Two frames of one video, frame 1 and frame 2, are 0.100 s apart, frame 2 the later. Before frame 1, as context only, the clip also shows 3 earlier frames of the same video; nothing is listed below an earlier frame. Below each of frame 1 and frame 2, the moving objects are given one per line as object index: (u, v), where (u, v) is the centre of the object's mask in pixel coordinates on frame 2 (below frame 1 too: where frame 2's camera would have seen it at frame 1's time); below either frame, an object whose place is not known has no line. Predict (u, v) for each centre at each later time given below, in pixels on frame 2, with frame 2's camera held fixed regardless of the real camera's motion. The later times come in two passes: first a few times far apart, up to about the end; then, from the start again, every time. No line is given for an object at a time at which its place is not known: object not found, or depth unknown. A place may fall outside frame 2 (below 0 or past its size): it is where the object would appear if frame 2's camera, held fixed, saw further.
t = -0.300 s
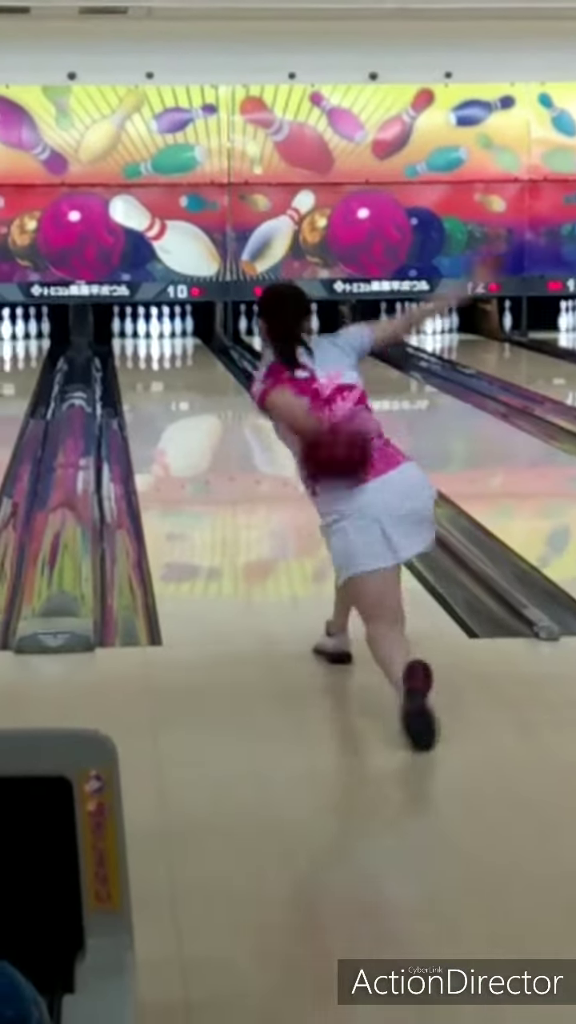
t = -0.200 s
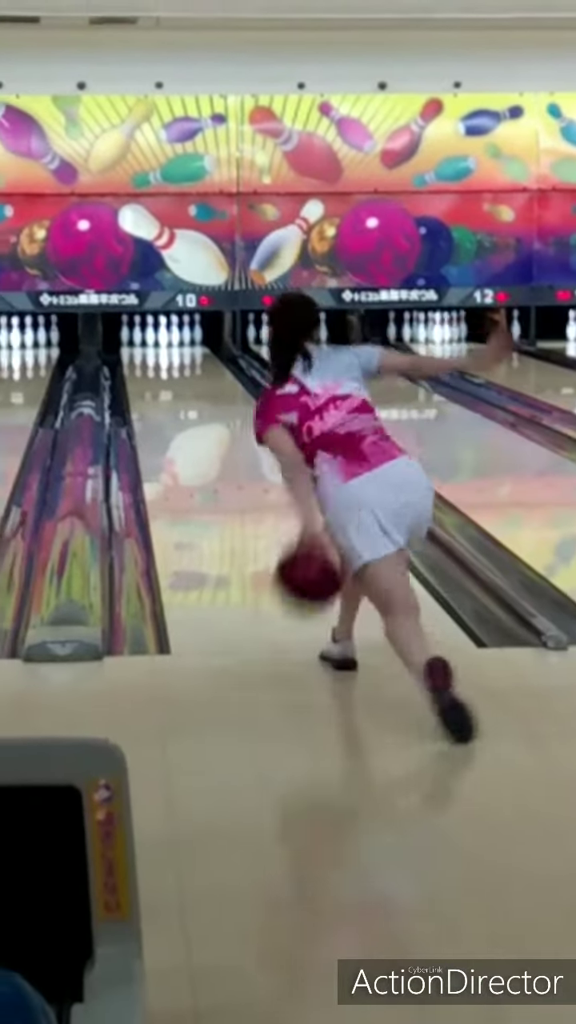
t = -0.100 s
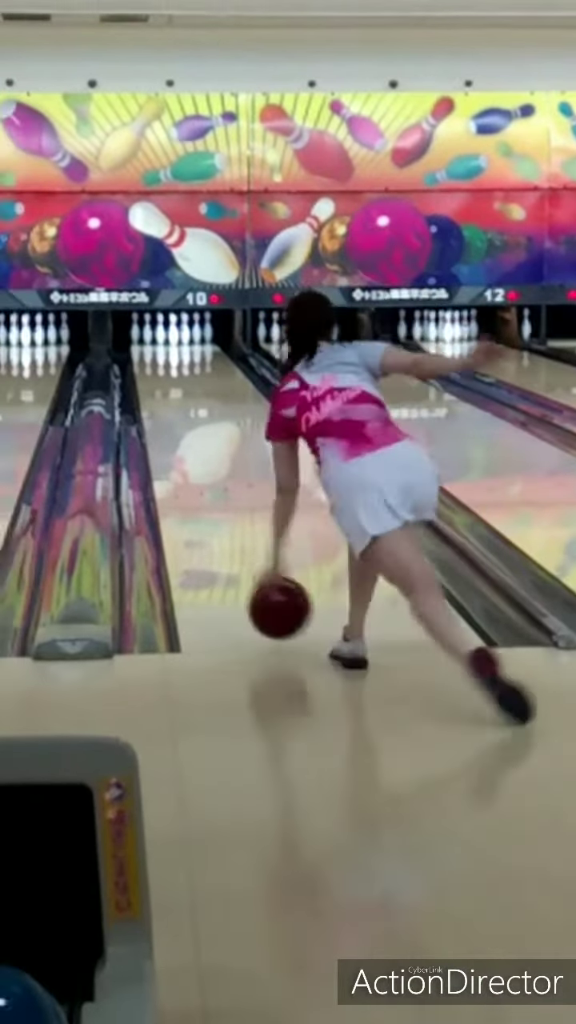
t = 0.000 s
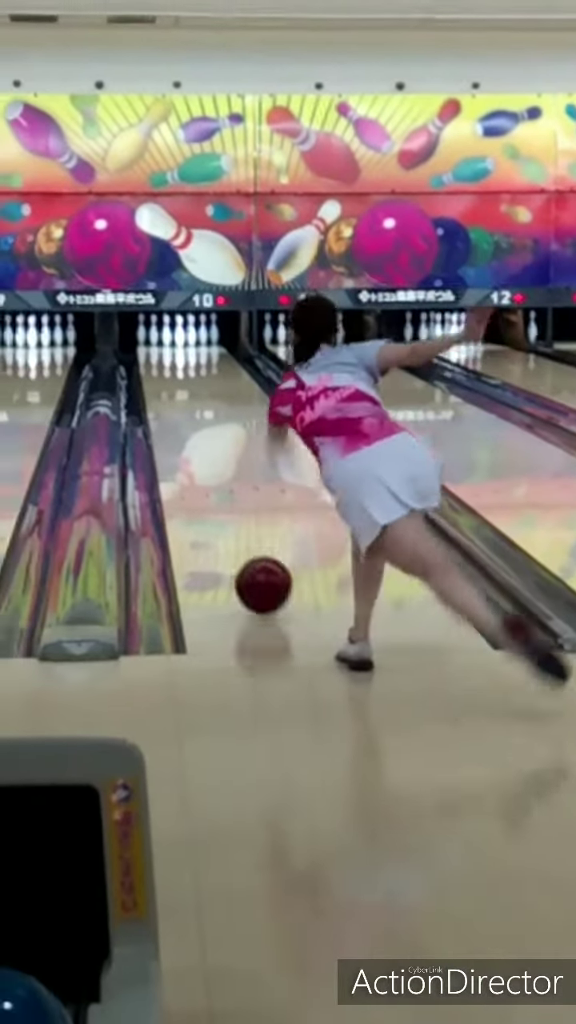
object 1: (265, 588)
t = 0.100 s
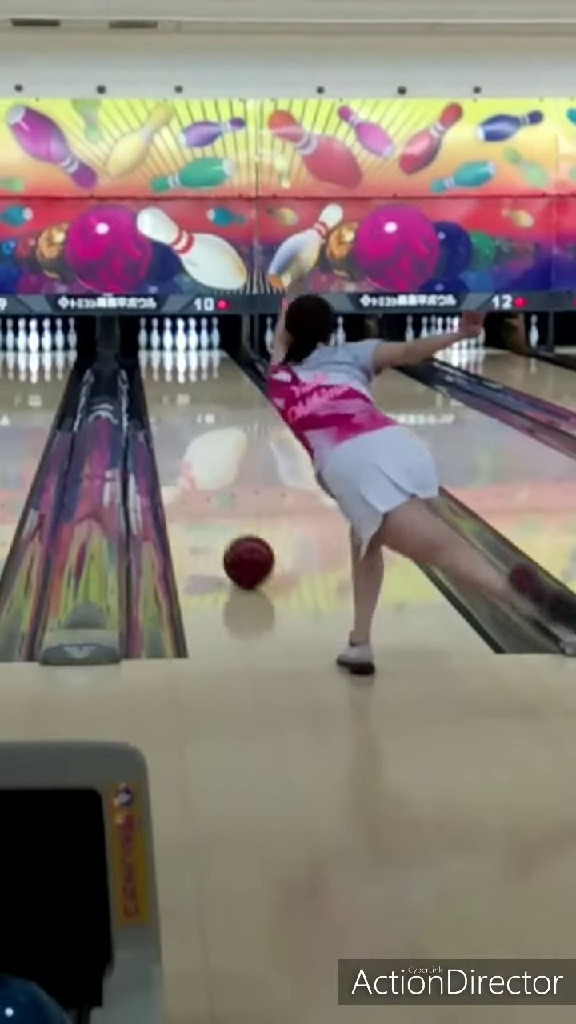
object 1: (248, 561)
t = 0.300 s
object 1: (224, 512)
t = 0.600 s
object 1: (199, 463)
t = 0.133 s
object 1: (243, 551)
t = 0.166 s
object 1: (239, 543)
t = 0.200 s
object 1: (235, 535)
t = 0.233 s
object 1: (231, 527)
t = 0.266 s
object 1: (227, 519)
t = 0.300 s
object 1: (224, 512)
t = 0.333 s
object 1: (220, 505)
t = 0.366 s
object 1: (217, 499)
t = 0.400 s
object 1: (214, 493)
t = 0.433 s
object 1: (212, 487)
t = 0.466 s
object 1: (209, 482)
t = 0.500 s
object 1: (206, 477)
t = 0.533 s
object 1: (204, 472)
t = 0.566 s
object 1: (201, 467)
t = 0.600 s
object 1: (199, 463)
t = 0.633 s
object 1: (197, 458)
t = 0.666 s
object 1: (195, 454)
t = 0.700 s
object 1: (193, 450)
